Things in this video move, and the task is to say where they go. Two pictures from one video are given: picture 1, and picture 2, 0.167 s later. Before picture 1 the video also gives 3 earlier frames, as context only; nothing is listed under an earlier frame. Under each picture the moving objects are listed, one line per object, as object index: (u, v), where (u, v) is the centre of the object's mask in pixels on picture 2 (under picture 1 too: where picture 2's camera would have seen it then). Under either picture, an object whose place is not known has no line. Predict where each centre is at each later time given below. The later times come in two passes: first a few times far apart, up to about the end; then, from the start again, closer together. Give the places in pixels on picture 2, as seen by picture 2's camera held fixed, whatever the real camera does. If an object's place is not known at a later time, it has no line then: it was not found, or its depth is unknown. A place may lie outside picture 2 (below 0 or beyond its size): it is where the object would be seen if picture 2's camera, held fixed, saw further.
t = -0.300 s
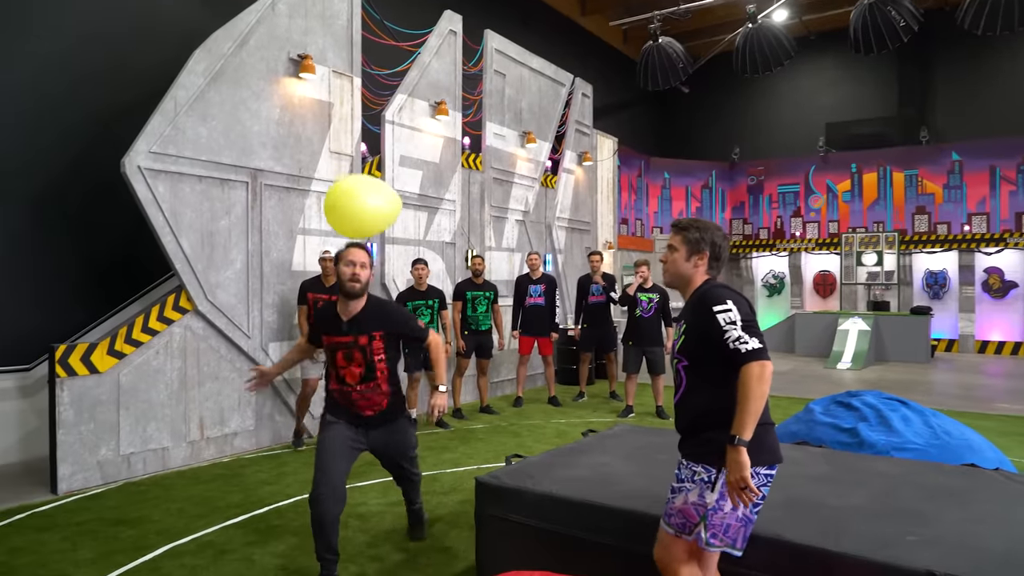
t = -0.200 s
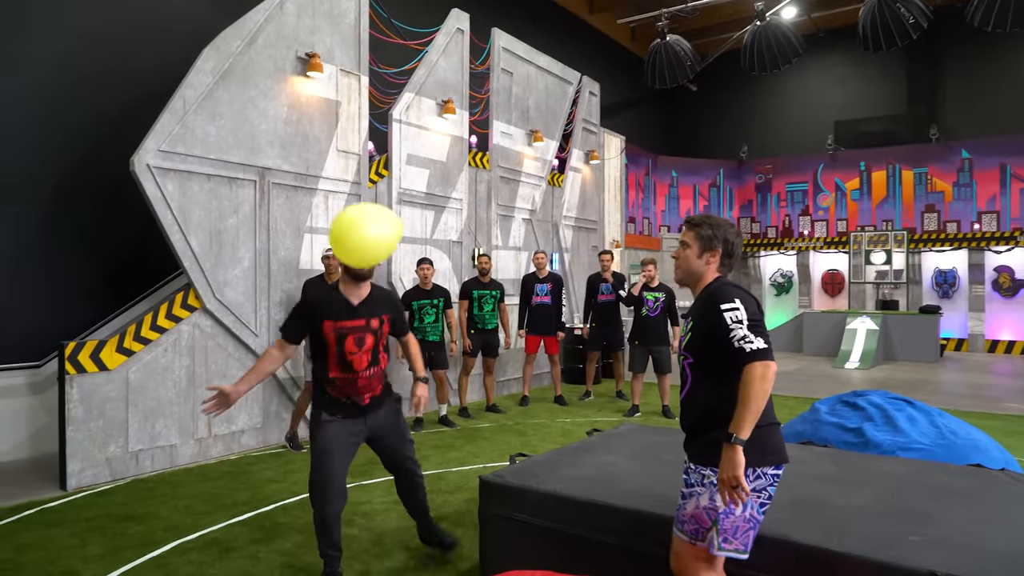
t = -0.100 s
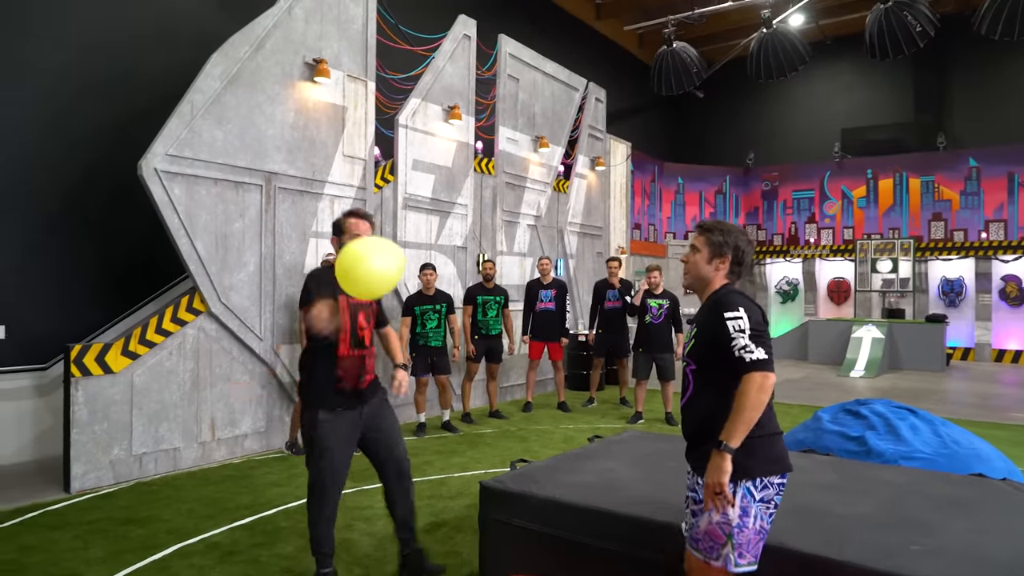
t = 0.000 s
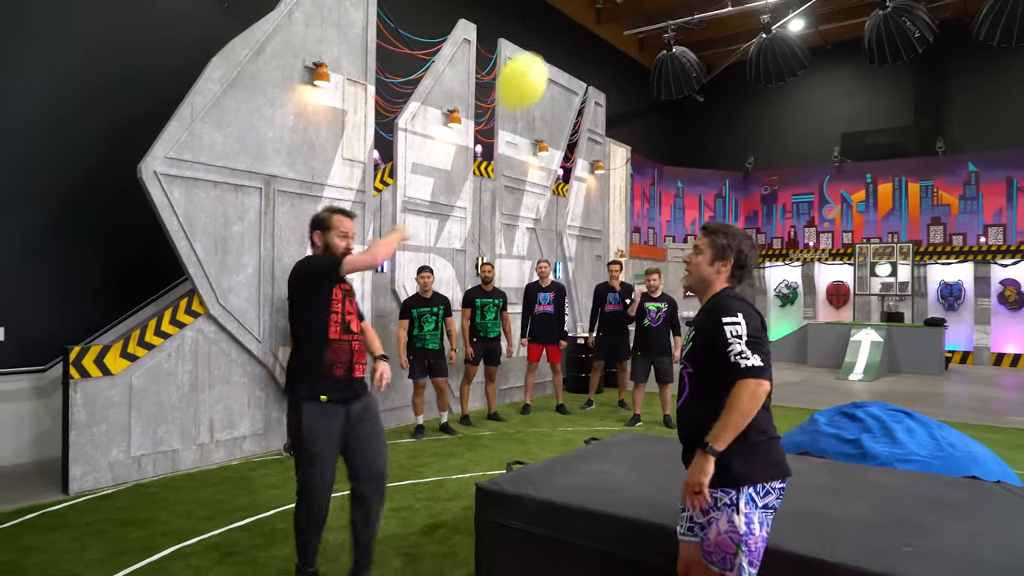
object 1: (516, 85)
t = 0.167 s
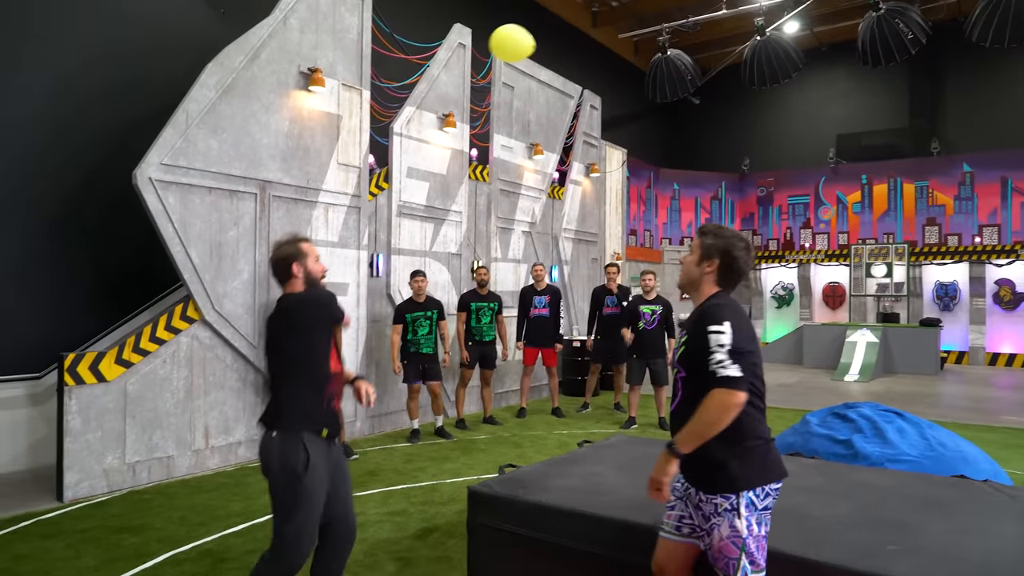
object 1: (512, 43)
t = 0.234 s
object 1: (497, 49)
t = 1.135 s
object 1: (425, 129)
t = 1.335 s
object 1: (419, 151)
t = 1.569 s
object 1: (414, 179)
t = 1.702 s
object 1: (411, 196)
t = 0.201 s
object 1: (504, 45)
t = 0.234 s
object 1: (497, 49)
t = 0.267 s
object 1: (490, 52)
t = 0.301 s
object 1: (483, 56)
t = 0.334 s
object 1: (476, 59)
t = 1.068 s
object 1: (427, 124)
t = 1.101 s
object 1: (426, 126)
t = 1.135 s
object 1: (425, 129)
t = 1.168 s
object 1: (424, 133)
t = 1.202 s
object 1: (423, 136)
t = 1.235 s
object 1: (422, 140)
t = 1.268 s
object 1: (422, 143)
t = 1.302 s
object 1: (420, 147)
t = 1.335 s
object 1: (419, 151)
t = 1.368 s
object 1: (419, 154)
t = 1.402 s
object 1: (418, 157)
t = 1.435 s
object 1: (417, 163)
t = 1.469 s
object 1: (417, 167)
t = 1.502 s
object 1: (416, 170)
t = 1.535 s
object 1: (415, 174)
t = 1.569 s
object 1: (414, 179)
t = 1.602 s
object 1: (413, 184)
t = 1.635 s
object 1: (412, 188)
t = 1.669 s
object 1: (412, 192)
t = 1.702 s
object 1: (411, 196)
